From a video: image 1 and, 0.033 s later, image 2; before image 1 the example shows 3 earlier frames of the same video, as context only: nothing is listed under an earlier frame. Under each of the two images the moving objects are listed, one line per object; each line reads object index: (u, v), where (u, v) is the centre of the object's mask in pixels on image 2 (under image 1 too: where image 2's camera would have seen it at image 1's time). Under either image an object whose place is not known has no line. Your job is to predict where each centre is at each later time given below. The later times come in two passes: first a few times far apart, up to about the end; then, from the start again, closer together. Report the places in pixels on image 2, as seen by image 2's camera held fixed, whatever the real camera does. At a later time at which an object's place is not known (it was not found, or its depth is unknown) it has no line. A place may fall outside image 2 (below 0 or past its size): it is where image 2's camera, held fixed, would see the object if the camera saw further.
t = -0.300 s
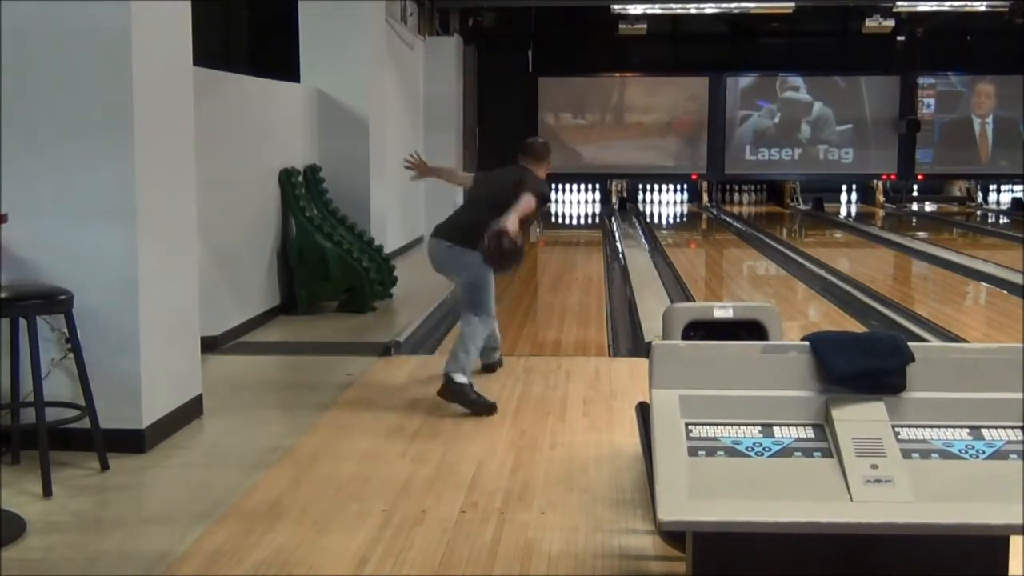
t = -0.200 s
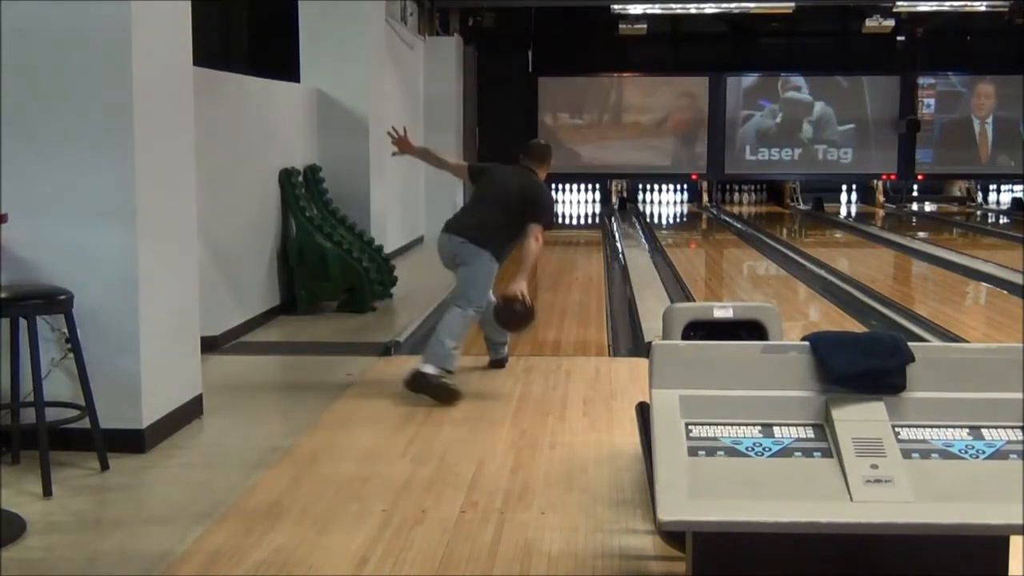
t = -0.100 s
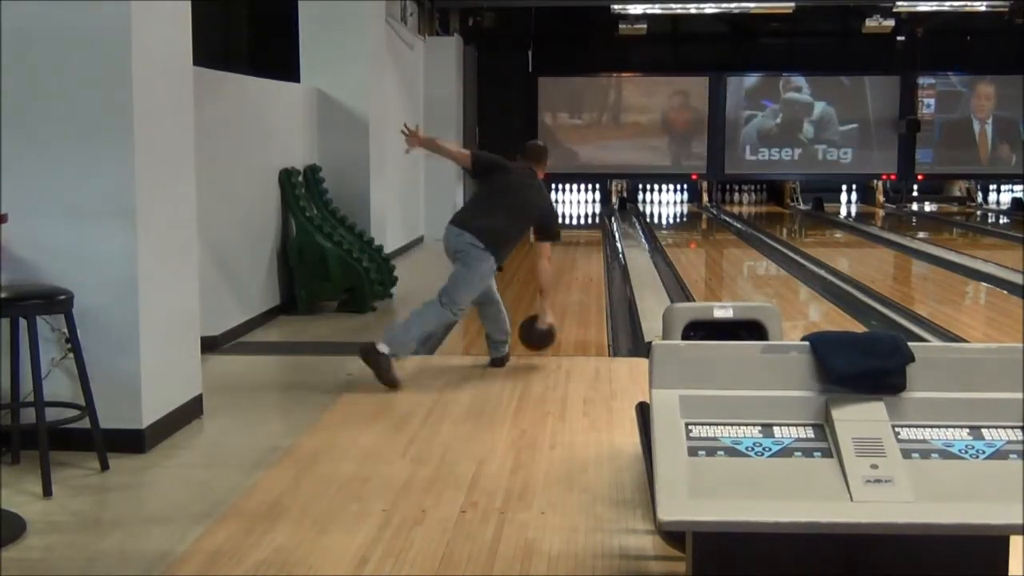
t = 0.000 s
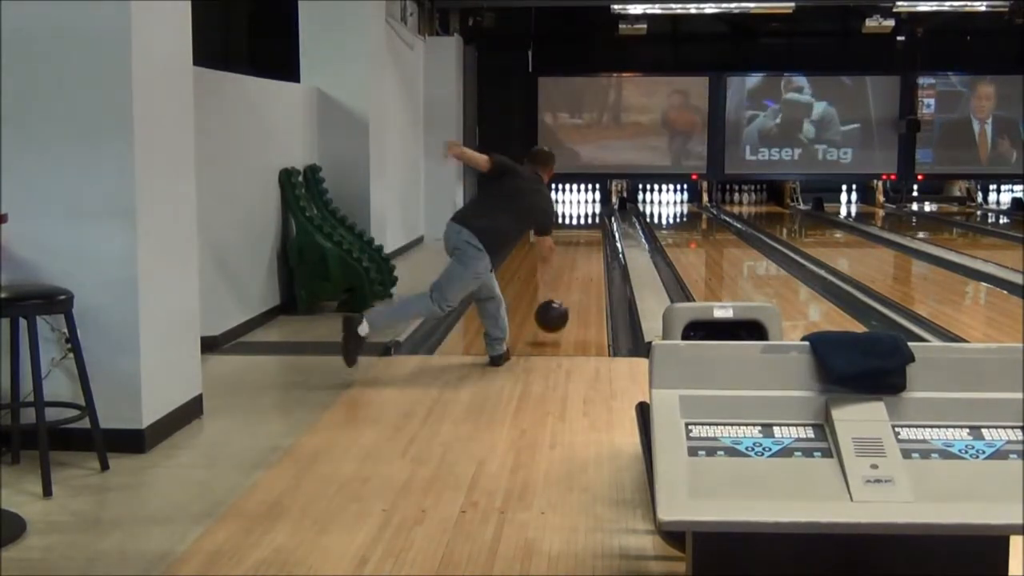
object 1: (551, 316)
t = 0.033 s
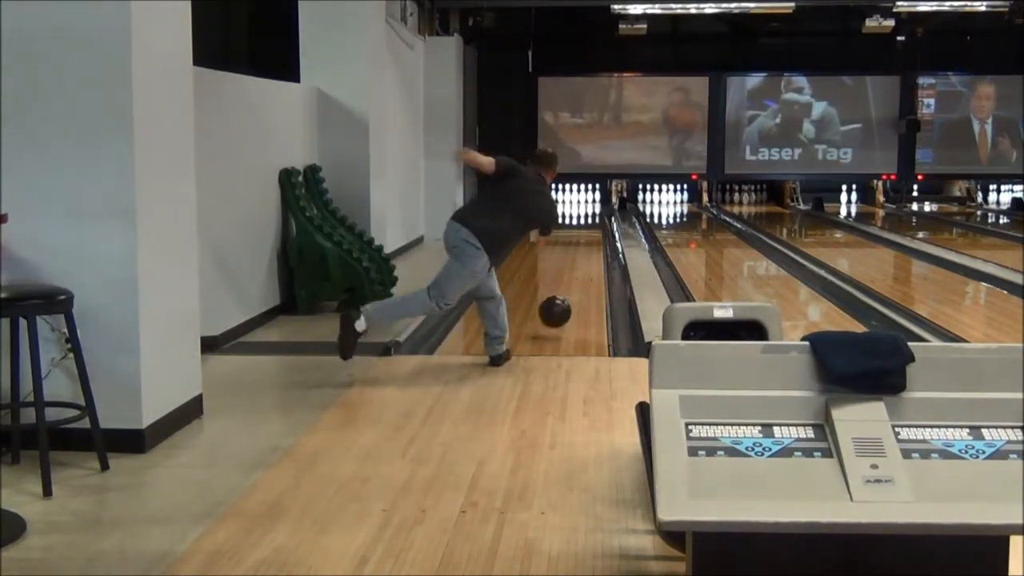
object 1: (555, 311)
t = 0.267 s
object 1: (571, 288)
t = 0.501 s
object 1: (581, 265)
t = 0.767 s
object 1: (589, 247)
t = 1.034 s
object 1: (594, 234)
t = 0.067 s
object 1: (558, 309)
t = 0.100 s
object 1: (560, 309)
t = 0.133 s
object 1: (563, 304)
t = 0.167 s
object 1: (565, 300)
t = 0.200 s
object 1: (567, 296)
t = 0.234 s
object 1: (569, 292)
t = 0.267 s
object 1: (571, 288)
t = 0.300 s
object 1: (573, 284)
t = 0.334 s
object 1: (574, 280)
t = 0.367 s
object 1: (576, 277)
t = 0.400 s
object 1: (577, 274)
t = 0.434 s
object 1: (579, 271)
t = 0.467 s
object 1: (580, 268)
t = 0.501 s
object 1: (581, 265)
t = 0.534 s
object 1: (583, 263)
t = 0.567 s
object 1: (584, 262)
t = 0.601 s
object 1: (587, 258)
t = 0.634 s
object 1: (586, 255)
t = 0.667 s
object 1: (587, 253)
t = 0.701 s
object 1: (587, 251)
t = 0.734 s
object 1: (589, 249)
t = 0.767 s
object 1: (589, 247)
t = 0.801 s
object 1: (590, 245)
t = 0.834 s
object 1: (591, 243)
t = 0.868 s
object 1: (591, 241)
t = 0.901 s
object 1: (592, 239)
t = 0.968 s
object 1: (593, 236)
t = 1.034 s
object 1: (594, 234)
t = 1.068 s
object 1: (595, 232)
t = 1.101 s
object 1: (595, 230)
